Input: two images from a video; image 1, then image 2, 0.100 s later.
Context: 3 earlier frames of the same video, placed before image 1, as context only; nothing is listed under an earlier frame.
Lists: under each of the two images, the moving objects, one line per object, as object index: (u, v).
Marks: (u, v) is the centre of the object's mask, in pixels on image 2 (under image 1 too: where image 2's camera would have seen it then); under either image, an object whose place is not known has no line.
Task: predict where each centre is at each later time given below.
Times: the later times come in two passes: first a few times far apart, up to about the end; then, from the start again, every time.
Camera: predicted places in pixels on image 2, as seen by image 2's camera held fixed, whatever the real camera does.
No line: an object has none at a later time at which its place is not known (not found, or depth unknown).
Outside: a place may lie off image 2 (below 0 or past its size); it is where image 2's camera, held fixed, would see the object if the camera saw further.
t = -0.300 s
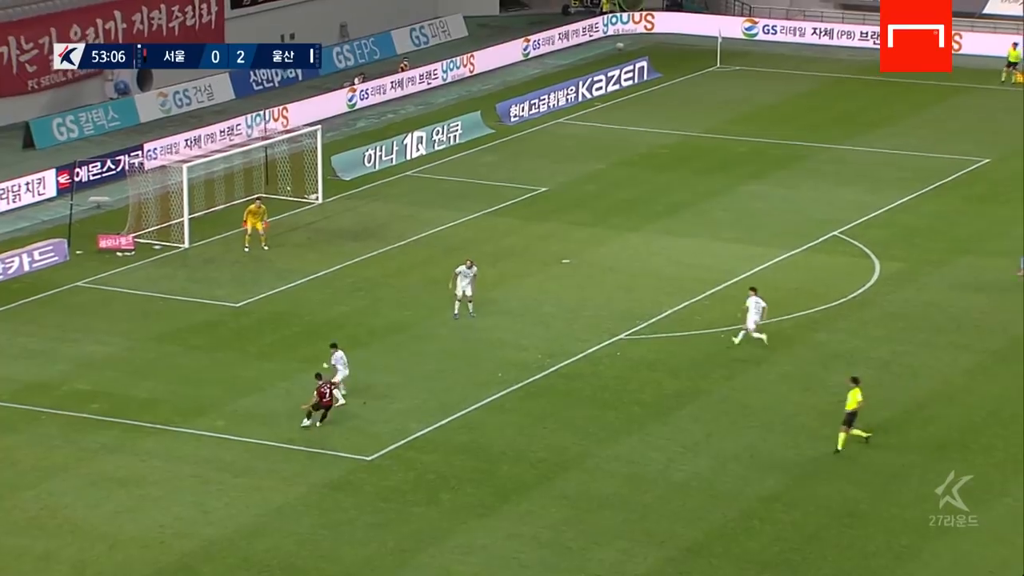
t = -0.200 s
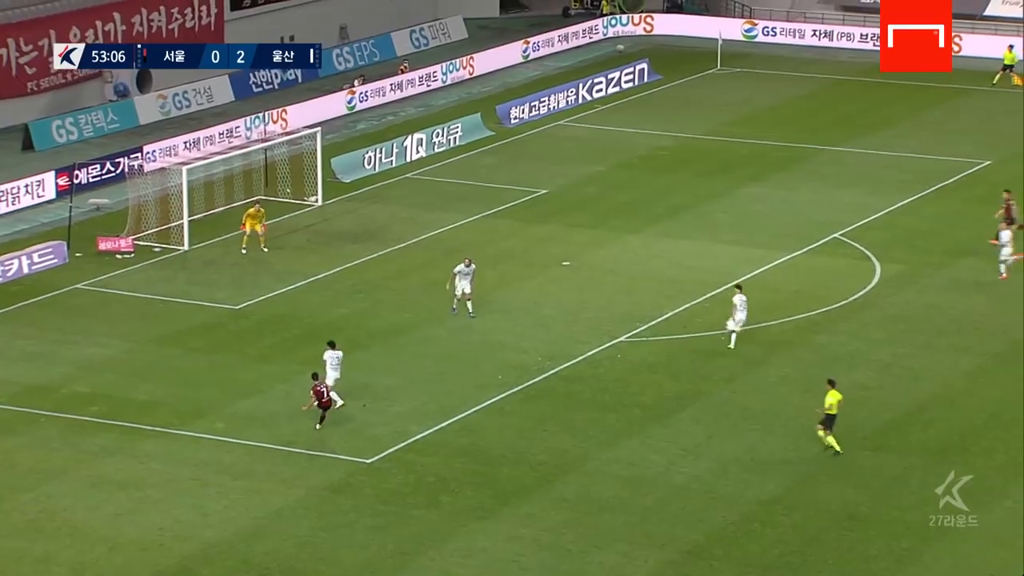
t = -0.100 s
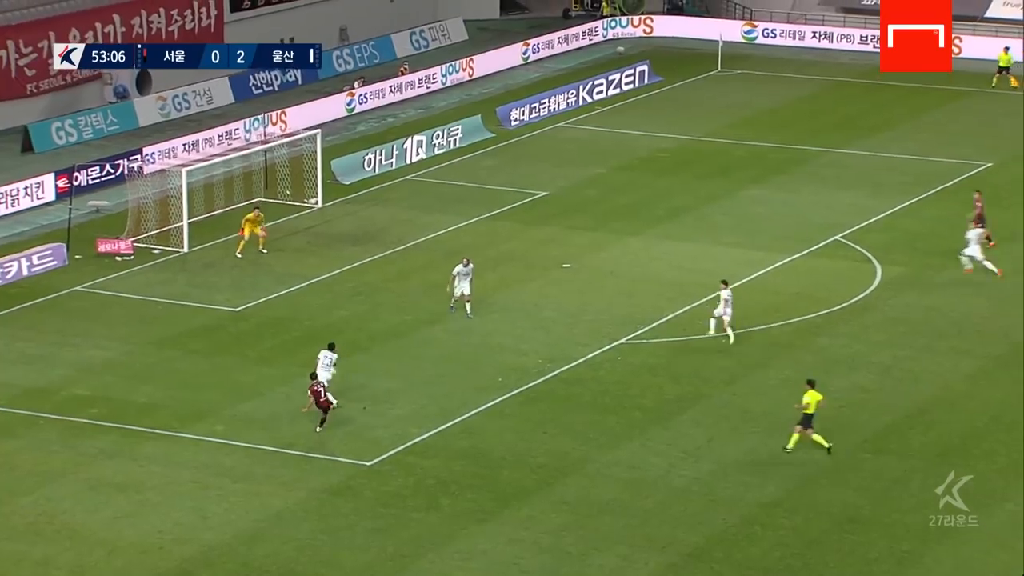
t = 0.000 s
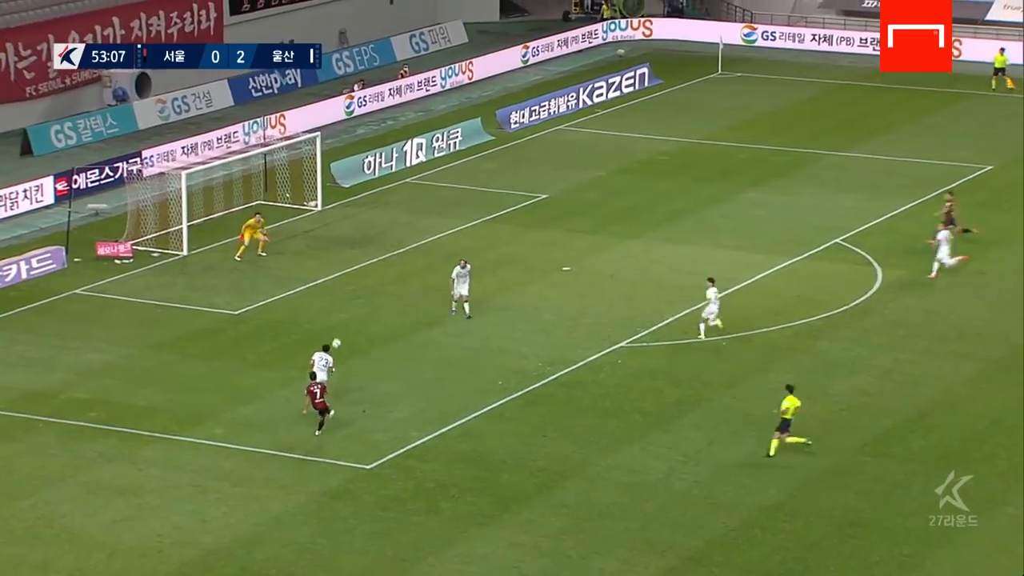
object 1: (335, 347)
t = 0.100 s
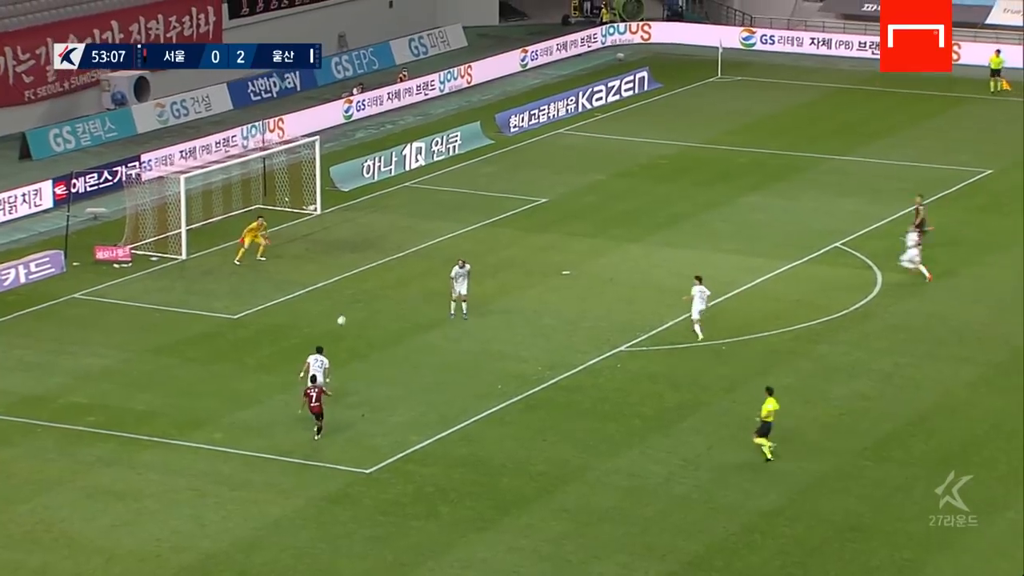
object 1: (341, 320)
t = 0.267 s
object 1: (353, 286)
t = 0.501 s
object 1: (372, 259)
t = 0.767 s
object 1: (398, 252)
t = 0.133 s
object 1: (344, 311)
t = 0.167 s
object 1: (346, 305)
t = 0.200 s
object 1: (348, 298)
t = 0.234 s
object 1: (350, 292)
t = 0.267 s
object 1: (353, 286)
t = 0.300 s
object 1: (355, 281)
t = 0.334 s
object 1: (358, 276)
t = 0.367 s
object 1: (361, 272)
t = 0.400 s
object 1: (364, 268)
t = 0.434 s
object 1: (366, 264)
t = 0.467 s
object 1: (369, 262)
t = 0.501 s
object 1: (372, 259)
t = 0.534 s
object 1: (375, 257)
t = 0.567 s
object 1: (378, 255)
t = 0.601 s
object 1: (381, 253)
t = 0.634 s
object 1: (384, 252)
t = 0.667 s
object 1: (388, 252)
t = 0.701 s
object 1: (392, 252)
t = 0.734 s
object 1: (395, 252)
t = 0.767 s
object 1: (398, 252)
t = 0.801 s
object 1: (402, 253)
